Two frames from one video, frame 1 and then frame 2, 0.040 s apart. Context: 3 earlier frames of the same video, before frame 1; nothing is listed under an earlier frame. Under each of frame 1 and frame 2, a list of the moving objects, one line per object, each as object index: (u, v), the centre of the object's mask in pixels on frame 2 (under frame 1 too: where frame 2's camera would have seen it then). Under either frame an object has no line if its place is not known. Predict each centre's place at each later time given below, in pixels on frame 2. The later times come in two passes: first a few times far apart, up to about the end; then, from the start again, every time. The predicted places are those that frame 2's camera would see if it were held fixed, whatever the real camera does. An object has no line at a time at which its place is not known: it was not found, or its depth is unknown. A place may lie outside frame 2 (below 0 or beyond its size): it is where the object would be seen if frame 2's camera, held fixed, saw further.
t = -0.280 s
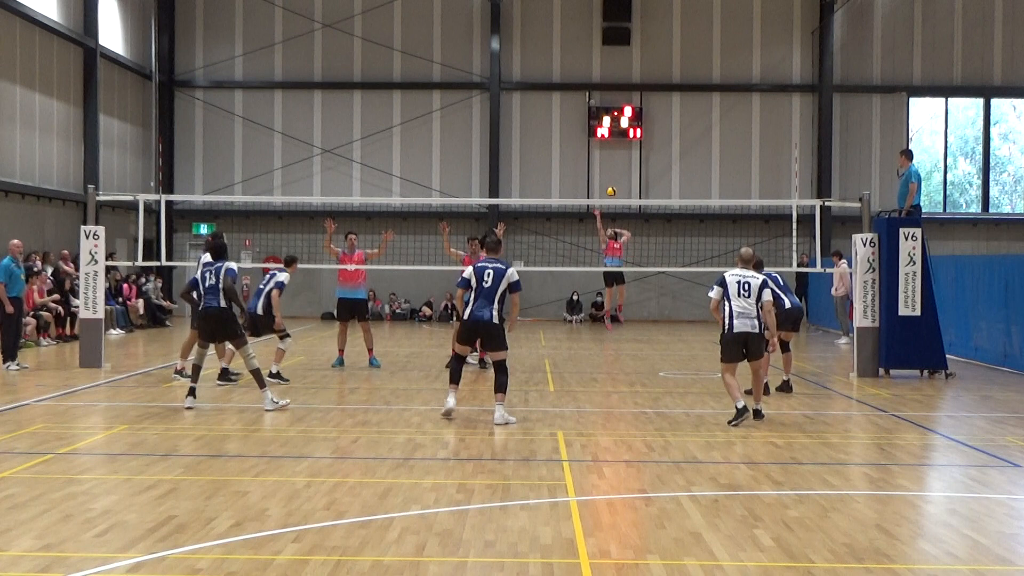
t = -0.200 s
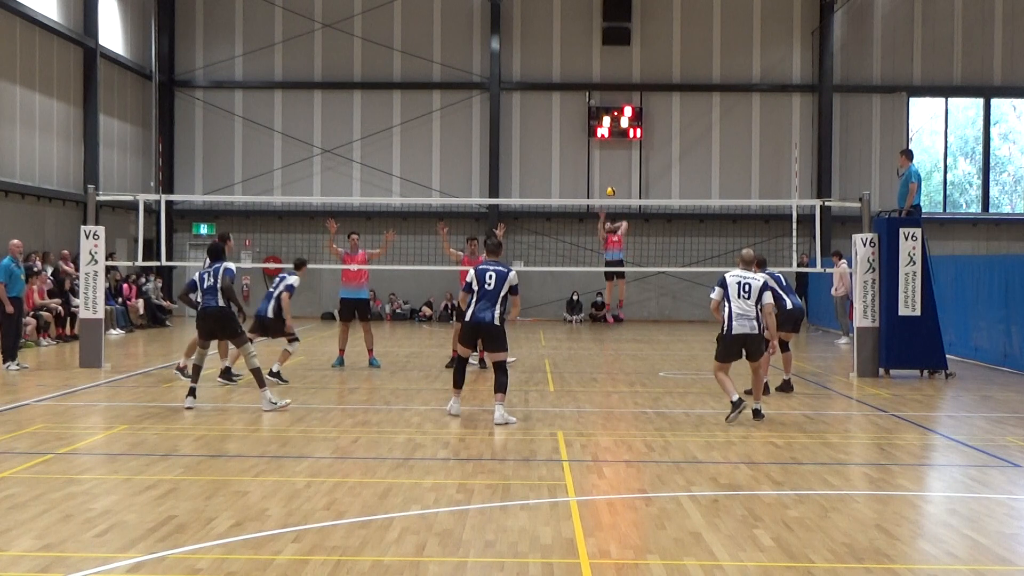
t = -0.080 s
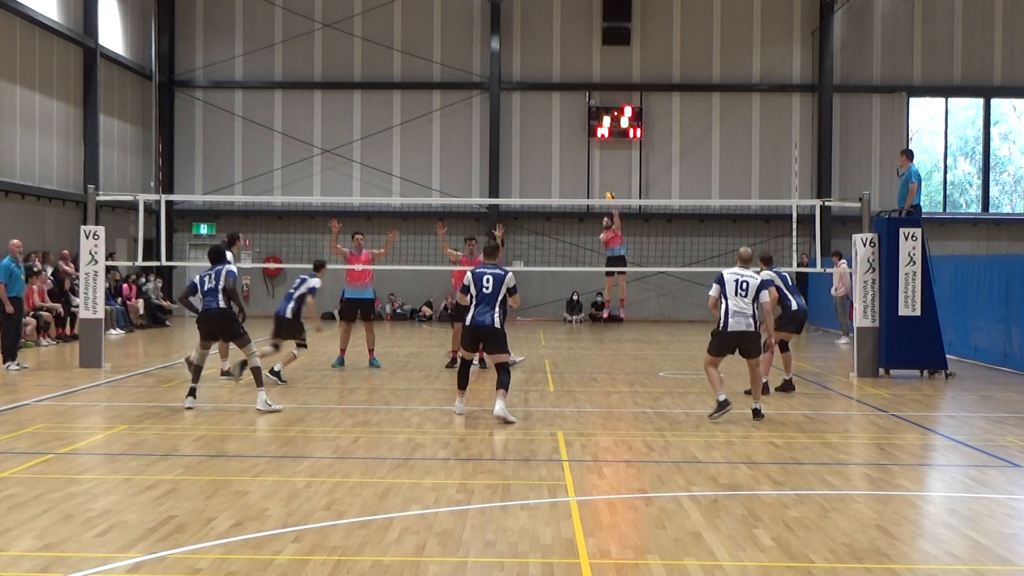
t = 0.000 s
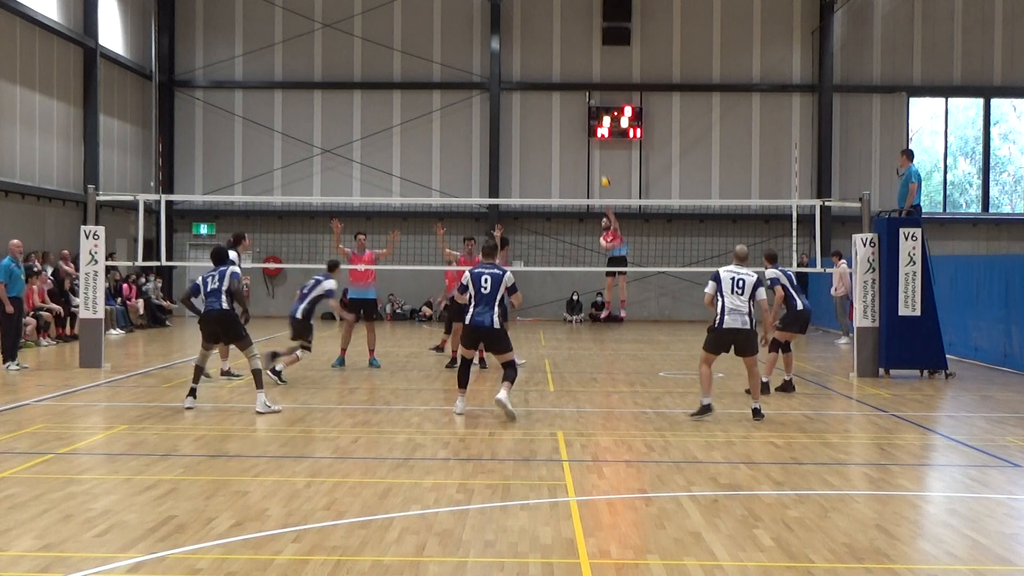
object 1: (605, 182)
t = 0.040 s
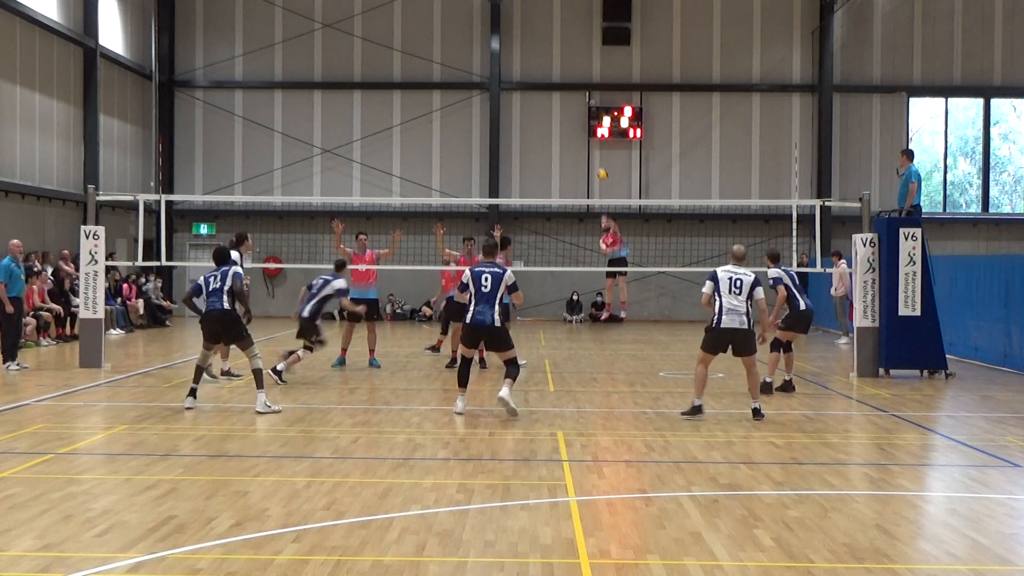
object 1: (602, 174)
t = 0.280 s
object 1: (584, 140)
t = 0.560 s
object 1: (566, 143)
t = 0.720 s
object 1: (550, 168)
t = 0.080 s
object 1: (599, 167)
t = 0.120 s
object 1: (596, 160)
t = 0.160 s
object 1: (594, 154)
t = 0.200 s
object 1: (590, 148)
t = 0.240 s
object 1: (587, 143)
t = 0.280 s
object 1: (584, 140)
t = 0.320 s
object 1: (582, 138)
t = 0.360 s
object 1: (580, 136)
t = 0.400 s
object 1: (577, 135)
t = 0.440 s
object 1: (574, 135)
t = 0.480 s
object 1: (572, 137)
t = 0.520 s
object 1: (569, 139)
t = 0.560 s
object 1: (566, 143)
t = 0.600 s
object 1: (562, 146)
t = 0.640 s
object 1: (558, 153)
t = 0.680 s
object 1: (555, 159)
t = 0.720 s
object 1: (550, 168)
